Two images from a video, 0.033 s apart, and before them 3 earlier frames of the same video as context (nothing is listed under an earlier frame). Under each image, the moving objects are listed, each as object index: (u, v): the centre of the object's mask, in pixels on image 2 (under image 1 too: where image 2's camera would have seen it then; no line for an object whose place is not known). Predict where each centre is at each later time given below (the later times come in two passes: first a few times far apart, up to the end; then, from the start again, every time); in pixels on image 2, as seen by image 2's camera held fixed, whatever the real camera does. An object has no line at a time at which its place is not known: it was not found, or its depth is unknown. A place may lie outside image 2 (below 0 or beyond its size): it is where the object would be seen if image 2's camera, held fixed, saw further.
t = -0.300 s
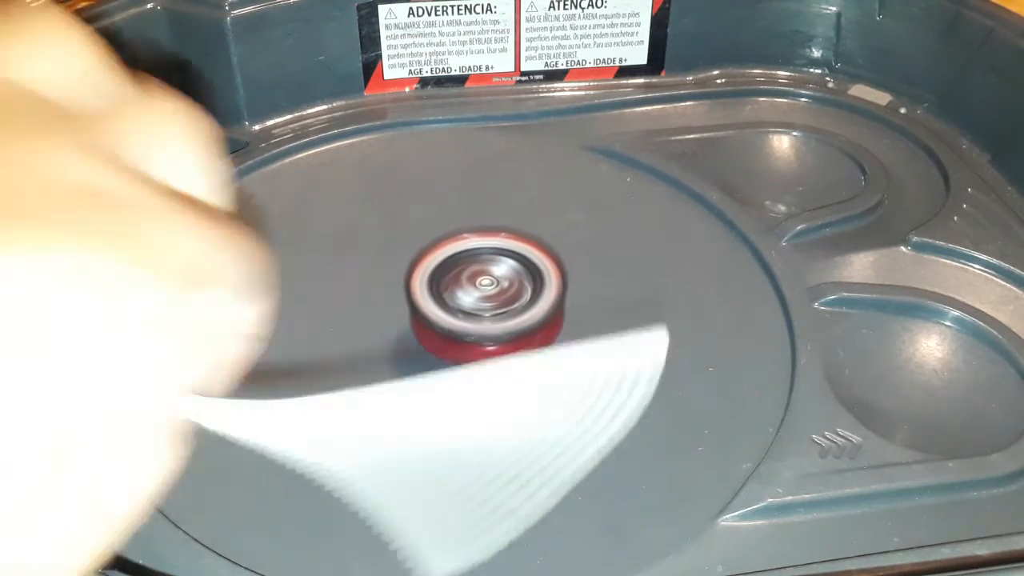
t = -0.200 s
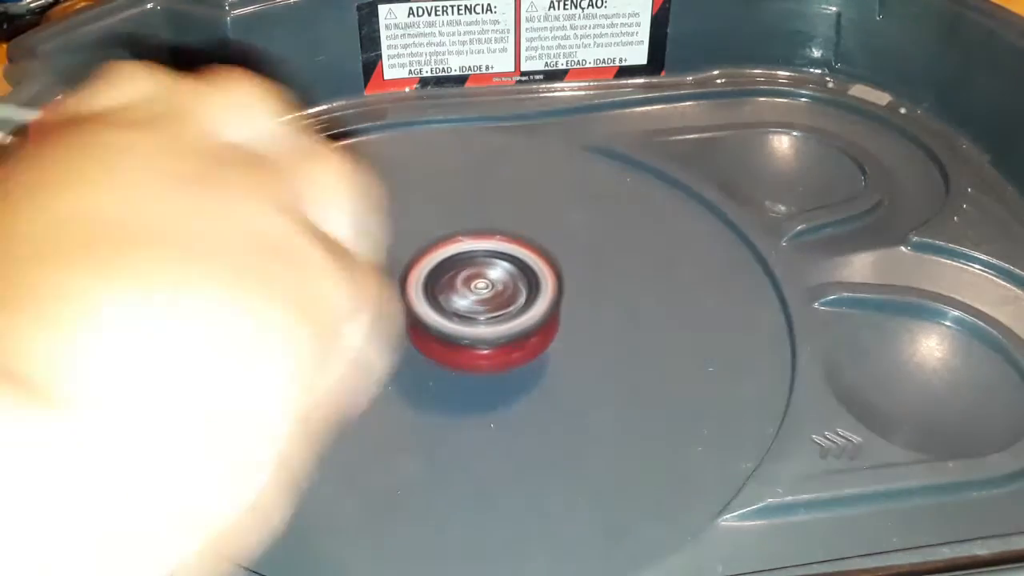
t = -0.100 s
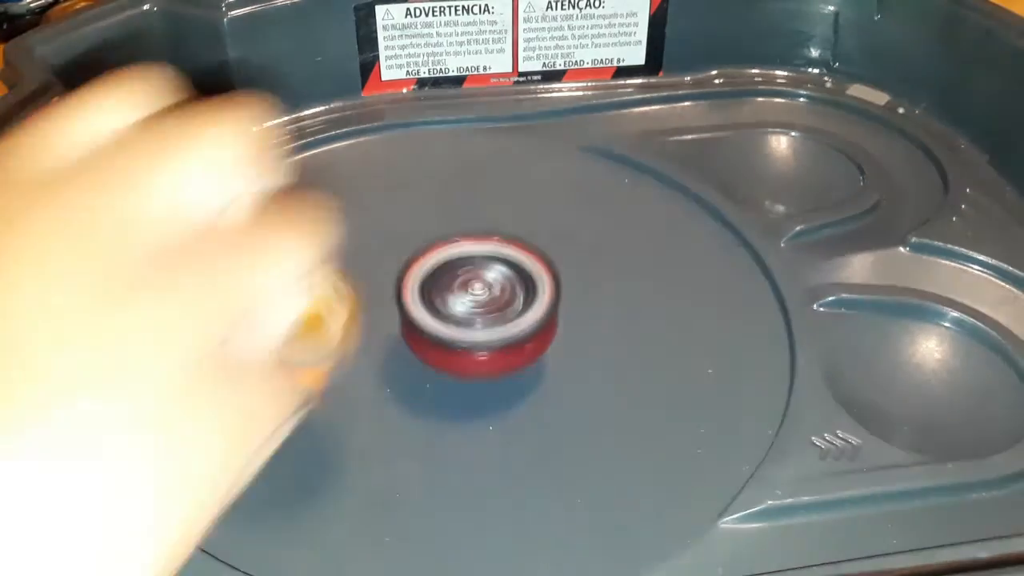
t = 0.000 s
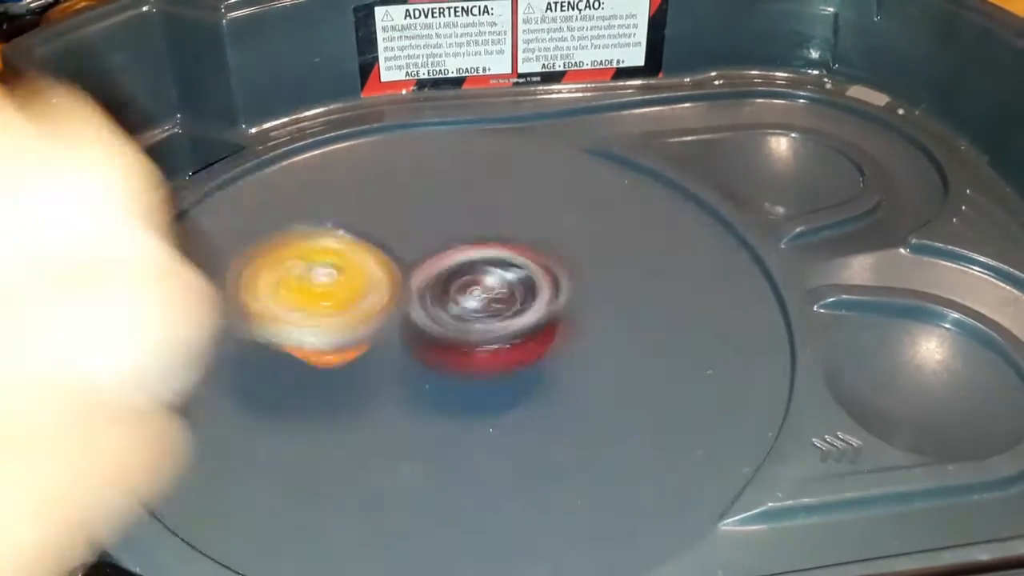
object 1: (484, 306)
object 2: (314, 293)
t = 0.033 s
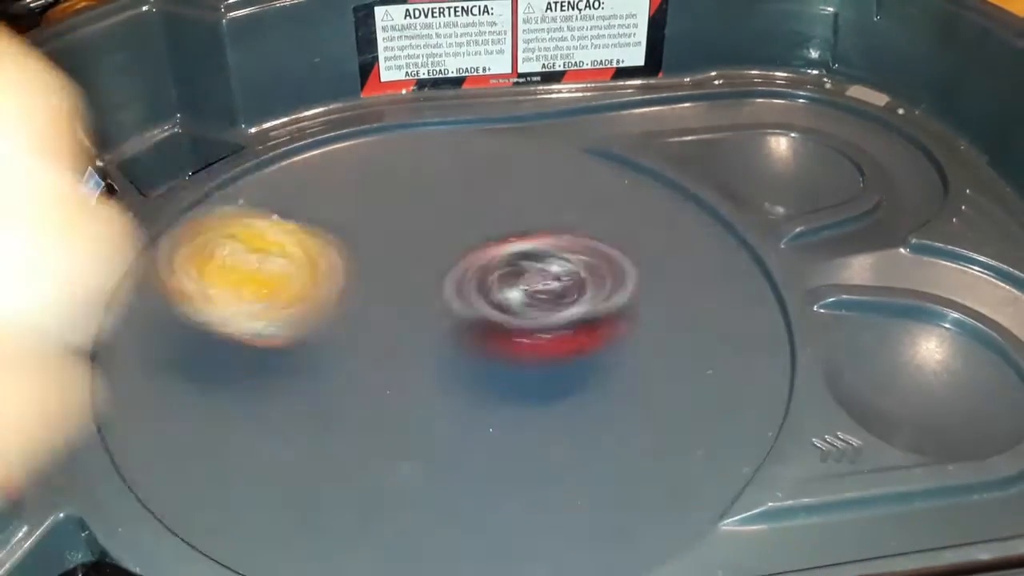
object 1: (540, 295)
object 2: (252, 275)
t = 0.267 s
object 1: (686, 211)
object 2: (244, 176)
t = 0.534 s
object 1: (588, 195)
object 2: (351, 234)
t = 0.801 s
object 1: (611, 224)
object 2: (192, 323)
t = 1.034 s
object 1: (565, 289)
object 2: (208, 296)
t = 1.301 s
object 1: (605, 359)
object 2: (355, 324)
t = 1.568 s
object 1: (668, 349)
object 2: (394, 371)
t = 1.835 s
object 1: (627, 288)
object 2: (336, 387)
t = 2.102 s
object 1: (523, 263)
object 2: (391, 330)
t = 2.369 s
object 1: (501, 217)
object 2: (365, 338)
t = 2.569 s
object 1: (479, 207)
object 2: (406, 347)
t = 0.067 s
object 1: (595, 283)
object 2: (188, 245)
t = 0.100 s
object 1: (637, 269)
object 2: (146, 218)
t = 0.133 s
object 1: (671, 256)
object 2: (148, 187)
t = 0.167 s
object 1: (690, 243)
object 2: (154, 179)
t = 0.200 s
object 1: (696, 232)
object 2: (179, 178)
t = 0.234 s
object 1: (694, 220)
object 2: (211, 180)
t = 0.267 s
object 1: (686, 211)
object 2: (244, 176)
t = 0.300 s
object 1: (670, 203)
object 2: (275, 172)
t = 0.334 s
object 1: (649, 197)
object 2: (307, 169)
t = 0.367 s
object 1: (626, 194)
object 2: (336, 170)
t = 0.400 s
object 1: (604, 191)
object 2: (364, 174)
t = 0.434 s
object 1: (578, 192)
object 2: (389, 182)
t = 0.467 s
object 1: (558, 195)
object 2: (407, 193)
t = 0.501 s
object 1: (569, 195)
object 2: (381, 212)
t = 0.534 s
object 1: (588, 195)
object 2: (351, 234)
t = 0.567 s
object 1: (600, 195)
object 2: (324, 255)
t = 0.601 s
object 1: (608, 196)
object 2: (301, 274)
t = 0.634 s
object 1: (614, 198)
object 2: (278, 292)
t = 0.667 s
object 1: (618, 201)
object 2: (258, 305)
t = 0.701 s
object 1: (618, 205)
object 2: (240, 315)
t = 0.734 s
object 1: (617, 211)
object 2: (222, 320)
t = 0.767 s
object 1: (615, 218)
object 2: (206, 323)
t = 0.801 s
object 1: (611, 224)
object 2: (192, 323)
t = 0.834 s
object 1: (605, 231)
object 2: (181, 321)
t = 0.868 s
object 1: (599, 240)
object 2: (172, 319)
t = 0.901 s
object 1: (593, 248)
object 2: (167, 314)
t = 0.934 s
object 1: (586, 258)
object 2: (169, 309)
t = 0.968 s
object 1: (578, 269)
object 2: (177, 304)
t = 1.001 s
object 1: (572, 279)
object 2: (190, 299)
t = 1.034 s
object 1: (565, 289)
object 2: (208, 296)
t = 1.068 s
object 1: (558, 300)
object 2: (229, 294)
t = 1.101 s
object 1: (552, 310)
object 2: (254, 293)
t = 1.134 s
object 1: (547, 319)
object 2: (280, 295)
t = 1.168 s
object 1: (541, 329)
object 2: (310, 298)
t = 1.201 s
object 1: (536, 338)
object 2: (340, 304)
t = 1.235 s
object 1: (539, 345)
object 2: (363, 310)
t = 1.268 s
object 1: (574, 352)
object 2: (357, 315)
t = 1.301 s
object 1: (605, 359)
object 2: (355, 324)
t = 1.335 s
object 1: (633, 361)
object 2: (358, 332)
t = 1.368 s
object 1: (653, 361)
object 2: (364, 340)
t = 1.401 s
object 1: (668, 360)
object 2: (370, 349)
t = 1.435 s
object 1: (677, 358)
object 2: (375, 356)
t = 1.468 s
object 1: (681, 357)
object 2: (380, 362)
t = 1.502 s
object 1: (680, 354)
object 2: (384, 366)
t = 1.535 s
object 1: (676, 351)
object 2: (389, 369)
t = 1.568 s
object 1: (668, 349)
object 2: (394, 371)
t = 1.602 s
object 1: (657, 347)
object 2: (399, 372)
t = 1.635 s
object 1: (643, 346)
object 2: (405, 372)
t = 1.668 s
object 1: (627, 345)
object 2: (412, 371)
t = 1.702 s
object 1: (610, 345)
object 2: (418, 370)
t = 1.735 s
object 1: (607, 339)
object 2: (404, 374)
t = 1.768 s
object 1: (622, 321)
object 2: (372, 381)
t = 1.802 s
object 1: (628, 303)
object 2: (350, 386)
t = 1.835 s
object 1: (627, 288)
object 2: (336, 387)
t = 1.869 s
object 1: (620, 277)
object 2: (329, 385)
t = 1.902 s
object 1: (610, 270)
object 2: (329, 380)
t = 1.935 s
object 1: (598, 265)
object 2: (334, 373)
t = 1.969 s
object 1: (583, 262)
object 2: (342, 363)
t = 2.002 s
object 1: (568, 261)
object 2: (353, 355)
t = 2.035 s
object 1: (552, 261)
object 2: (366, 345)
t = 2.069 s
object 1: (536, 262)
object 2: (379, 336)
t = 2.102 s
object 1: (523, 263)
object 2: (391, 330)
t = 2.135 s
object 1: (524, 254)
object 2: (378, 337)
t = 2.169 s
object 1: (529, 242)
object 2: (366, 345)
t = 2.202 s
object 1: (530, 233)
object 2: (358, 349)
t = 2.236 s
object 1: (528, 227)
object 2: (355, 350)
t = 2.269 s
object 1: (522, 222)
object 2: (354, 349)
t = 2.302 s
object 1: (515, 219)
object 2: (356, 347)
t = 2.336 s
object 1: (508, 217)
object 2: (361, 343)
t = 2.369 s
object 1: (501, 217)
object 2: (365, 338)
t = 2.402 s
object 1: (494, 217)
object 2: (371, 333)
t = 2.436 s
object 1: (488, 219)
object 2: (380, 327)
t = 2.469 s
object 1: (483, 222)
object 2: (390, 323)
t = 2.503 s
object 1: (480, 222)
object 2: (399, 320)
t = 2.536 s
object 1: (480, 218)
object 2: (403, 334)
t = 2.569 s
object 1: (479, 207)
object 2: (406, 347)
